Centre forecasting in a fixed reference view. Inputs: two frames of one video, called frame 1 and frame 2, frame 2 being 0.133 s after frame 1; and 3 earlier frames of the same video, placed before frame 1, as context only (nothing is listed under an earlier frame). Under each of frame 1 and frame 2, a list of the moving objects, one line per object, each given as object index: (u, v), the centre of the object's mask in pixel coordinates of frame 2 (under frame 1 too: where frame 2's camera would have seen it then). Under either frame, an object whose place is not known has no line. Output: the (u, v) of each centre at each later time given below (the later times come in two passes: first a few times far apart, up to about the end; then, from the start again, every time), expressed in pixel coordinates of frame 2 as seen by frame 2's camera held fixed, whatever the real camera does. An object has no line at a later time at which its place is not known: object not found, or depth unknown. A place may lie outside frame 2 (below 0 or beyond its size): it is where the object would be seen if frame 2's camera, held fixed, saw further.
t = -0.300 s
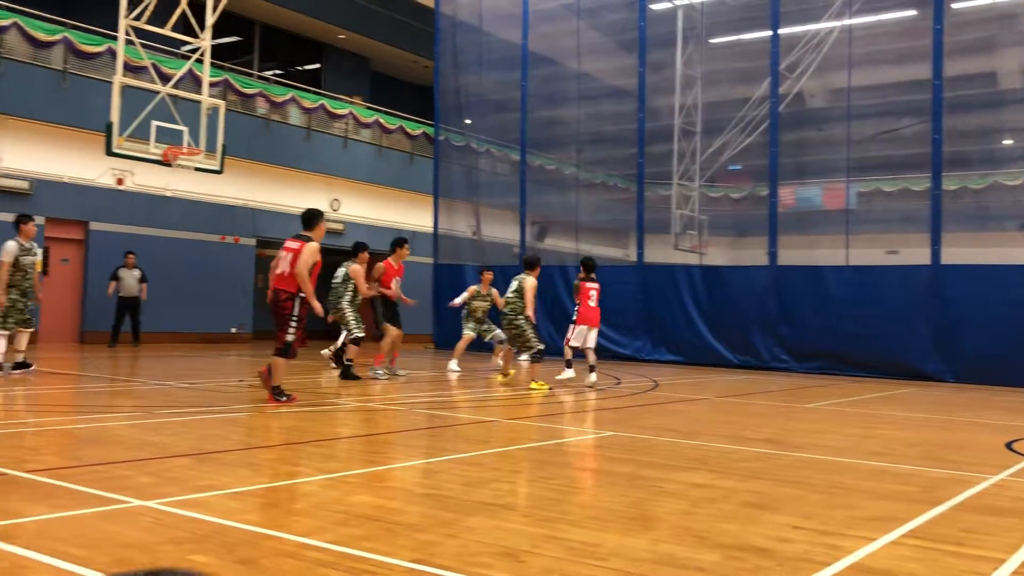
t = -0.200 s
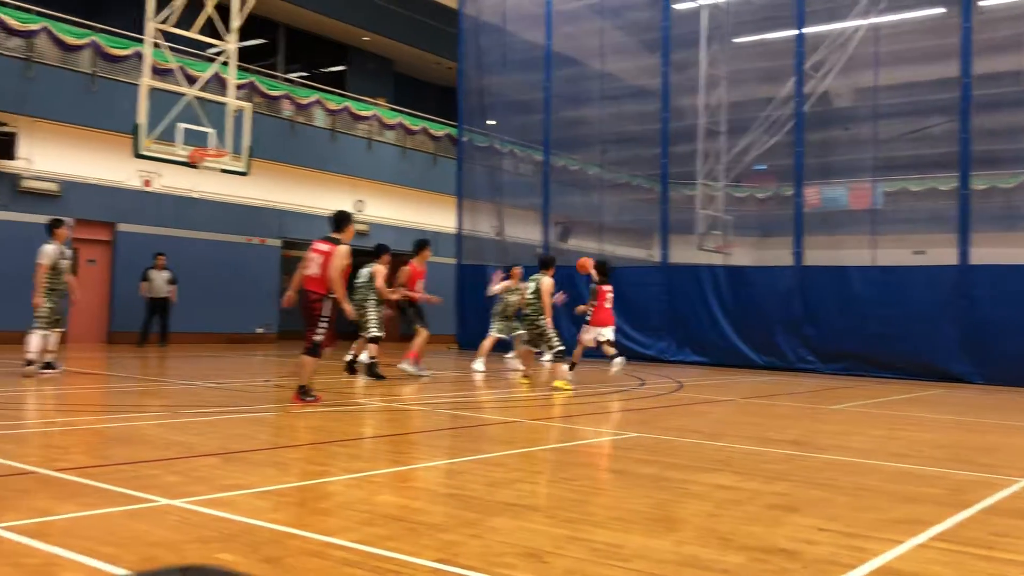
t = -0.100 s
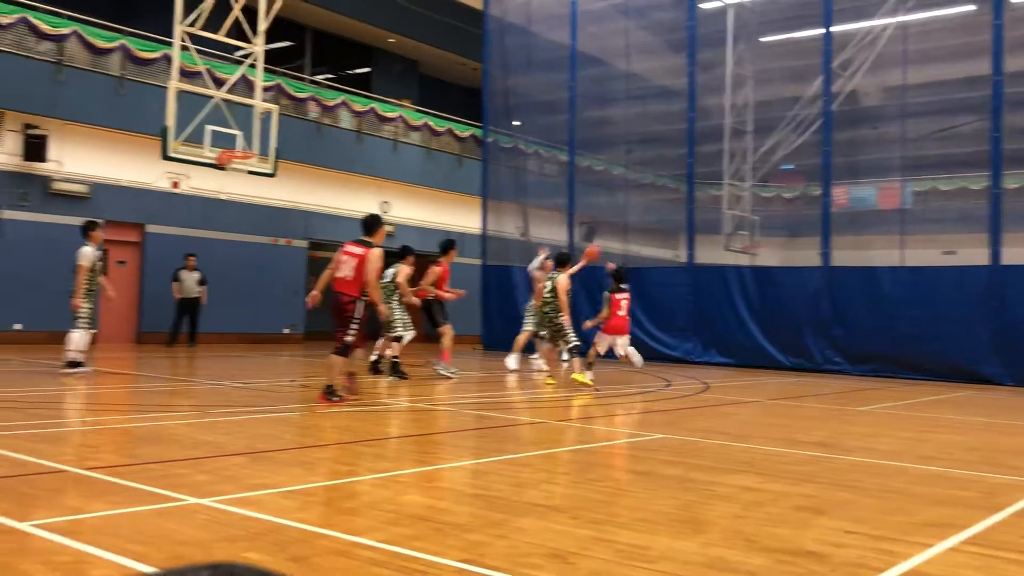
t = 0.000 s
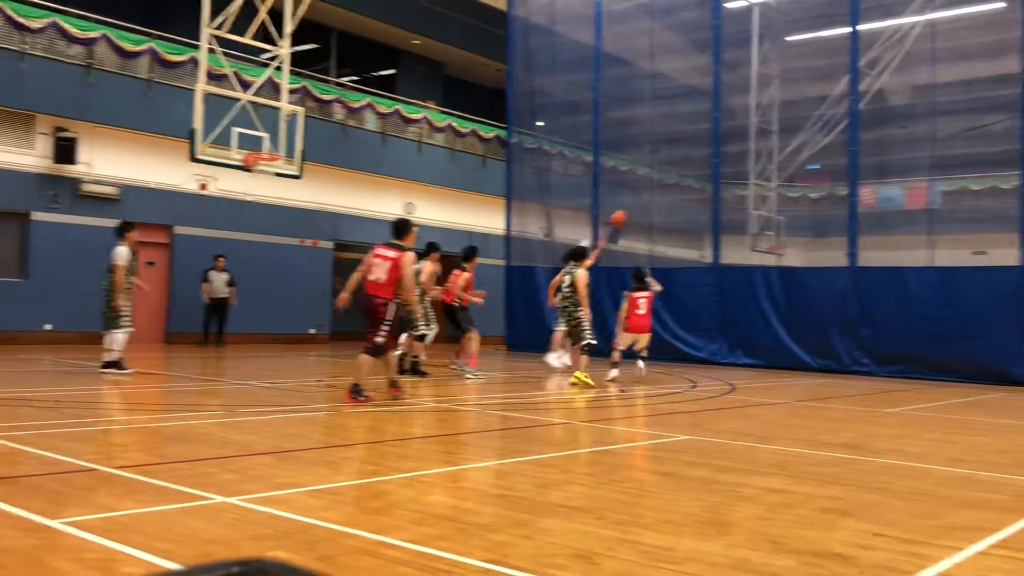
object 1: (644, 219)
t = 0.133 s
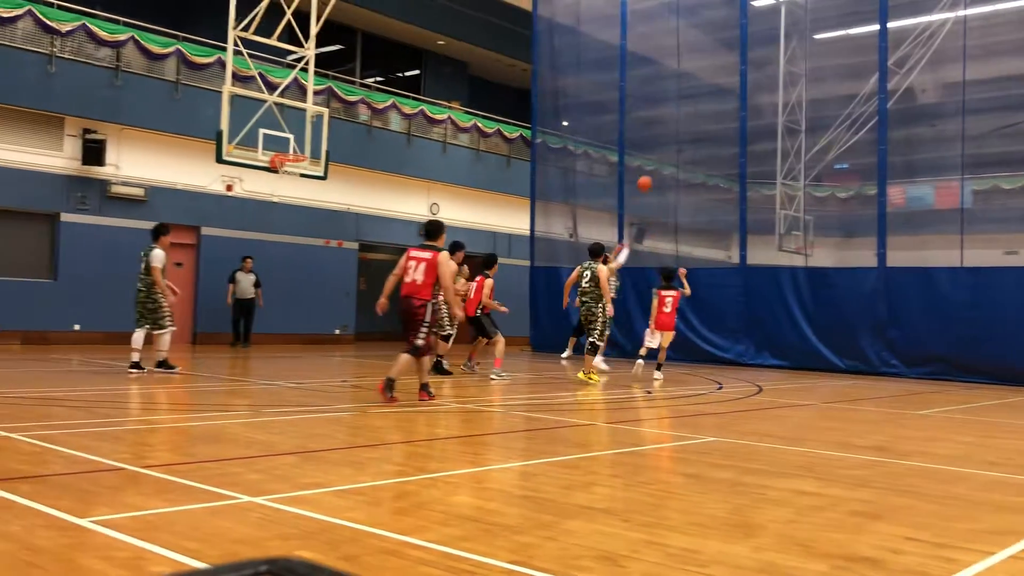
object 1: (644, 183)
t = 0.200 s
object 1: (645, 170)
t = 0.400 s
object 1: (646, 149)
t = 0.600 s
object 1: (646, 152)
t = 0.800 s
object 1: (644, 173)
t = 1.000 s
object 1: (643, 214)
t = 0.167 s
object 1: (645, 177)
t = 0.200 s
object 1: (645, 170)
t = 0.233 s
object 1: (645, 165)
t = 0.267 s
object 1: (645, 161)
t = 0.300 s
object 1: (645, 157)
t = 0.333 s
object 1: (646, 154)
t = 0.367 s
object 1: (646, 151)
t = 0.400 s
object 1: (646, 149)
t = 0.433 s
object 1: (646, 148)
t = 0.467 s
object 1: (646, 147)
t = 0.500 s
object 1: (646, 147)
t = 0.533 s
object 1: (646, 148)
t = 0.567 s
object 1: (646, 148)
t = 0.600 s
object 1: (646, 152)
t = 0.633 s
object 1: (646, 153)
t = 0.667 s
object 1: (646, 156)
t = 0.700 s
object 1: (645, 159)
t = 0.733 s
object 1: (645, 163)
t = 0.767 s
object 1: (645, 166)
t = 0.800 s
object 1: (644, 173)
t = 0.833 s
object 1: (645, 178)
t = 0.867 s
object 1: (645, 185)
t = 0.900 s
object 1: (644, 191)
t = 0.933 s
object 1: (644, 198)
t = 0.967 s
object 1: (643, 206)
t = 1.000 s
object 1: (643, 214)
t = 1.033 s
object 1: (643, 222)
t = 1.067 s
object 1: (642, 232)
